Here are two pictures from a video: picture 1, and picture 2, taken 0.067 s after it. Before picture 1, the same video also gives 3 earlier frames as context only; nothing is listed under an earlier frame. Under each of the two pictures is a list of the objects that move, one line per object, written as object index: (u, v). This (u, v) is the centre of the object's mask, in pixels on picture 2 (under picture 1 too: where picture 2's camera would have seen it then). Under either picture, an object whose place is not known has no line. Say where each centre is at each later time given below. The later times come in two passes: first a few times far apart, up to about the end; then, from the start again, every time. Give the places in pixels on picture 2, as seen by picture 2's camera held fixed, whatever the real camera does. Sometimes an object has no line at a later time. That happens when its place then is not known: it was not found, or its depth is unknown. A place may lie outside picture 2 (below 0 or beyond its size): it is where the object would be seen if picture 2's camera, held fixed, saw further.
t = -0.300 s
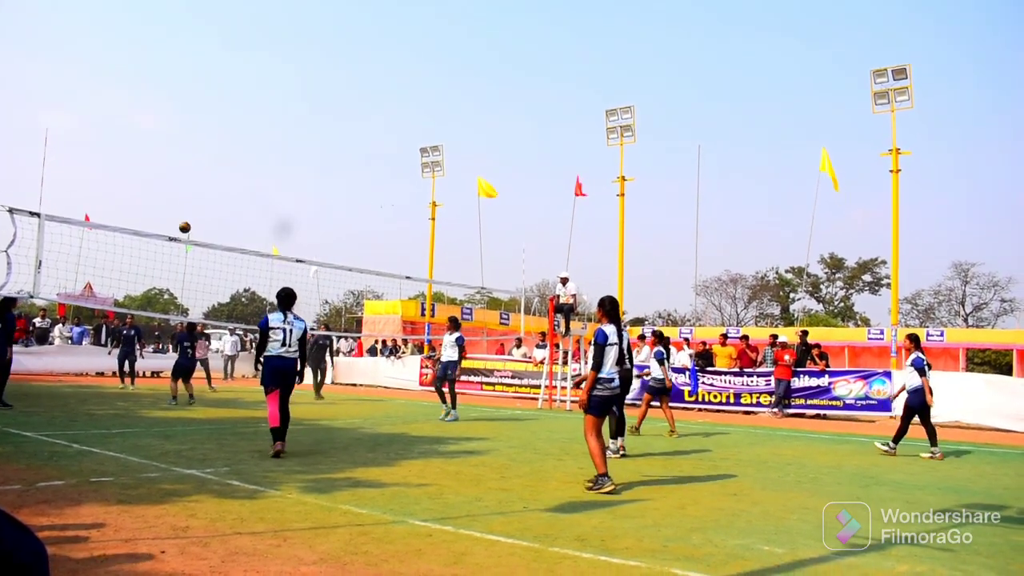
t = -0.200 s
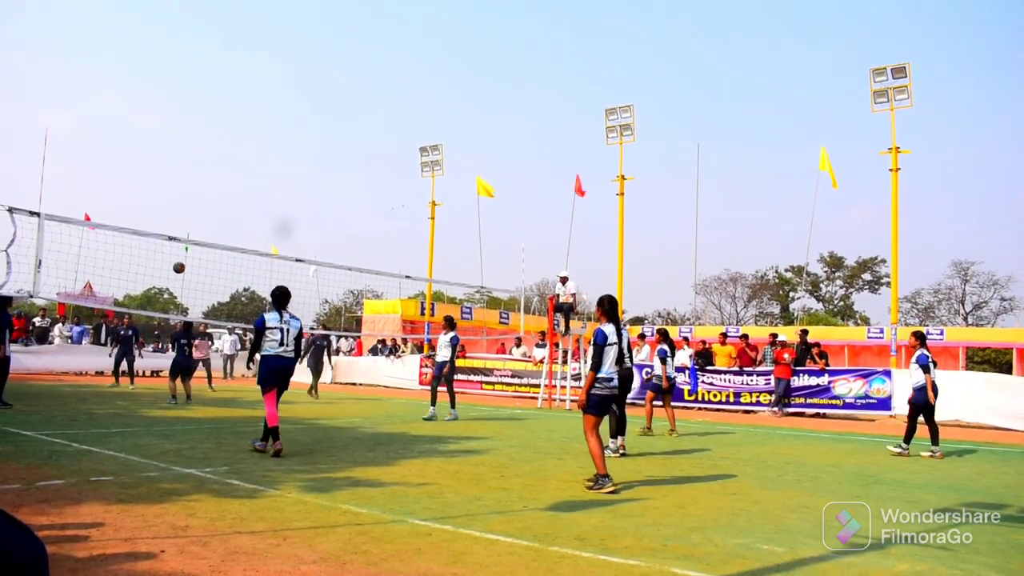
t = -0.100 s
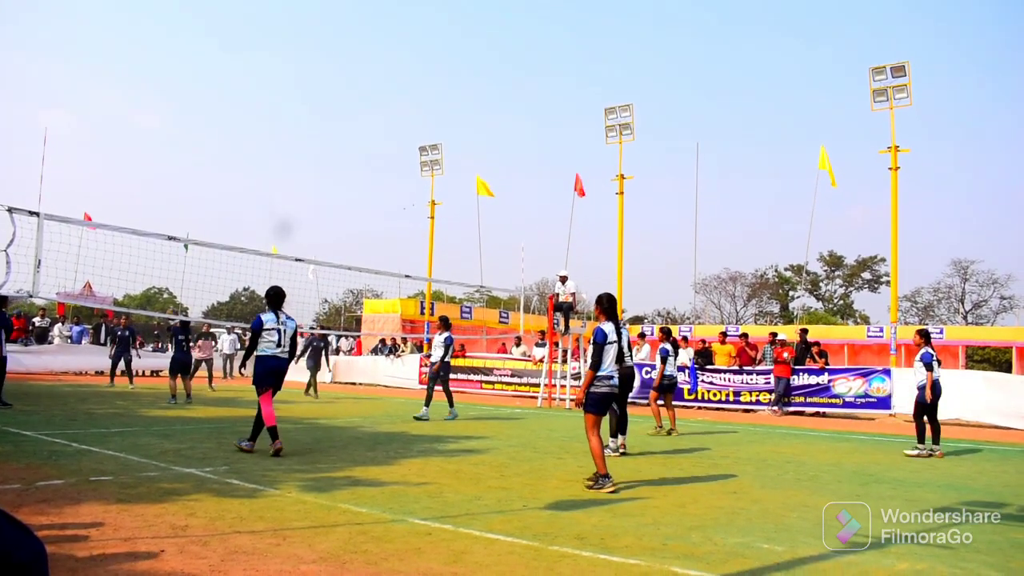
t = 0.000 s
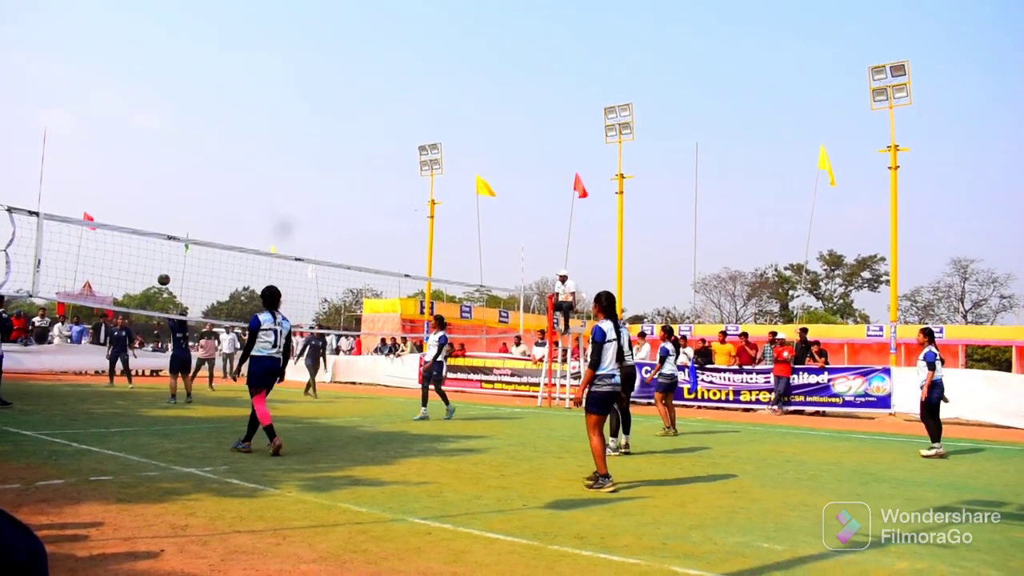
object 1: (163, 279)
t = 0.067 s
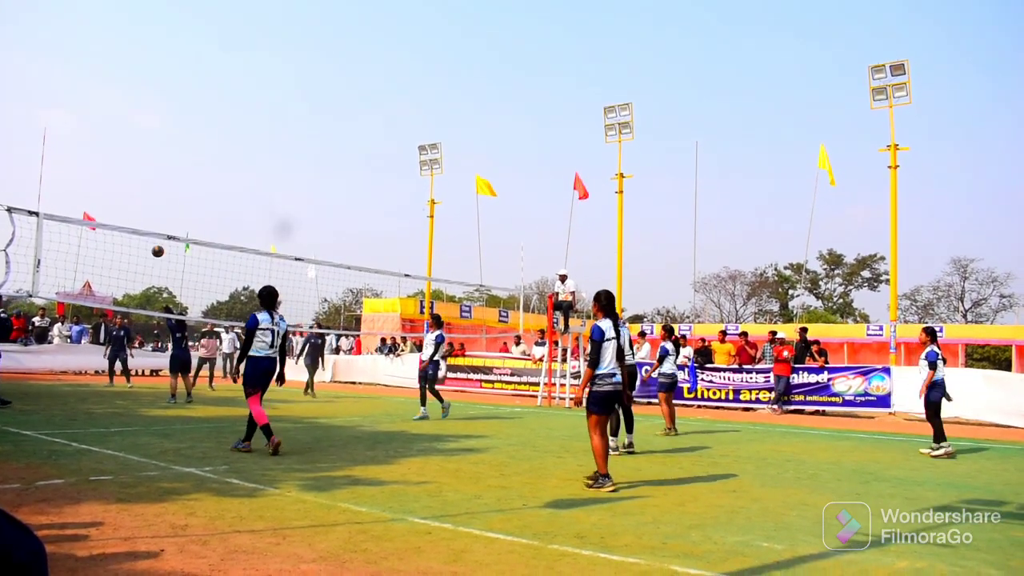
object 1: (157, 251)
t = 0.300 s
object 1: (135, 173)
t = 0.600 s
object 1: (103, 119)
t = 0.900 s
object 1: (65, 115)
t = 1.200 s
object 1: (20, 166)
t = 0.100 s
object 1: (154, 241)
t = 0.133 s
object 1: (151, 226)
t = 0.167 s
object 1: (148, 214)
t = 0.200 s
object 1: (145, 203)
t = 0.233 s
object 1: (142, 192)
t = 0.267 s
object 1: (139, 182)
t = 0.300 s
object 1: (135, 173)
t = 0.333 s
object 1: (132, 165)
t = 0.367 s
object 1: (128, 157)
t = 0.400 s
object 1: (125, 150)
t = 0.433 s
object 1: (122, 143)
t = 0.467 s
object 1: (118, 137)
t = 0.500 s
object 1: (115, 131)
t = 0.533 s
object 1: (111, 127)
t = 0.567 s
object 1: (107, 123)
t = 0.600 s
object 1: (103, 119)
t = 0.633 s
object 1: (99, 116)
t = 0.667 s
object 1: (96, 114)
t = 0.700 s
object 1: (91, 112)
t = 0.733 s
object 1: (87, 111)
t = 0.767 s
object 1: (83, 111)
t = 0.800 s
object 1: (79, 111)
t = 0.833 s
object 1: (74, 112)
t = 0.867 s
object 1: (70, 113)
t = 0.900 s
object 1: (65, 115)
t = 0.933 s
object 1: (61, 118)
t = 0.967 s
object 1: (56, 122)
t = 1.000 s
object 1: (51, 126)
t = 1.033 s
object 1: (46, 131)
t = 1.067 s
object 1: (41, 137)
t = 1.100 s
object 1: (36, 143)
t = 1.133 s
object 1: (31, 150)
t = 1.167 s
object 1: (25, 158)
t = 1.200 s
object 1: (20, 166)
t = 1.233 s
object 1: (14, 176)
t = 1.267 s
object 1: (9, 186)
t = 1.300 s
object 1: (5, 197)
